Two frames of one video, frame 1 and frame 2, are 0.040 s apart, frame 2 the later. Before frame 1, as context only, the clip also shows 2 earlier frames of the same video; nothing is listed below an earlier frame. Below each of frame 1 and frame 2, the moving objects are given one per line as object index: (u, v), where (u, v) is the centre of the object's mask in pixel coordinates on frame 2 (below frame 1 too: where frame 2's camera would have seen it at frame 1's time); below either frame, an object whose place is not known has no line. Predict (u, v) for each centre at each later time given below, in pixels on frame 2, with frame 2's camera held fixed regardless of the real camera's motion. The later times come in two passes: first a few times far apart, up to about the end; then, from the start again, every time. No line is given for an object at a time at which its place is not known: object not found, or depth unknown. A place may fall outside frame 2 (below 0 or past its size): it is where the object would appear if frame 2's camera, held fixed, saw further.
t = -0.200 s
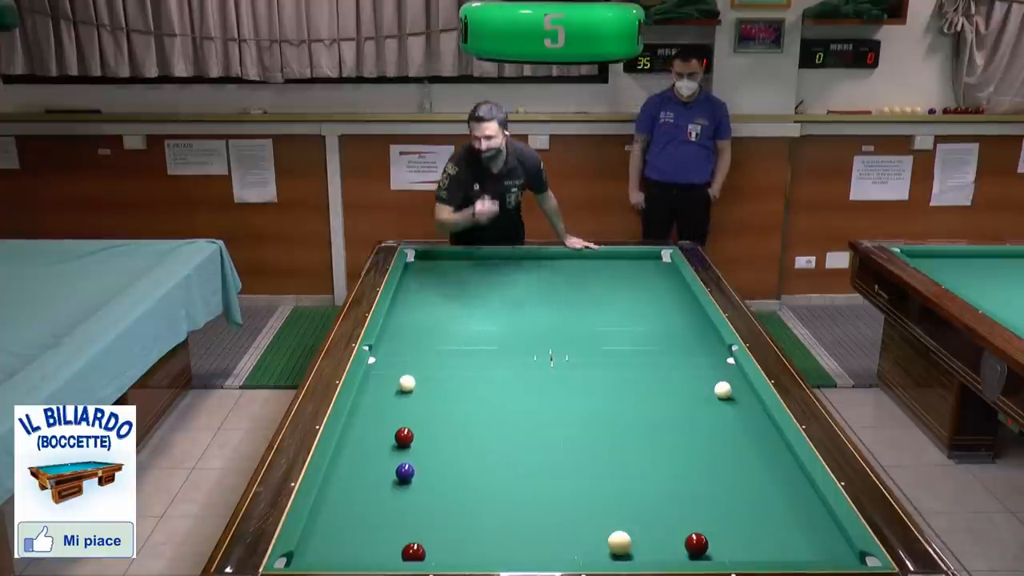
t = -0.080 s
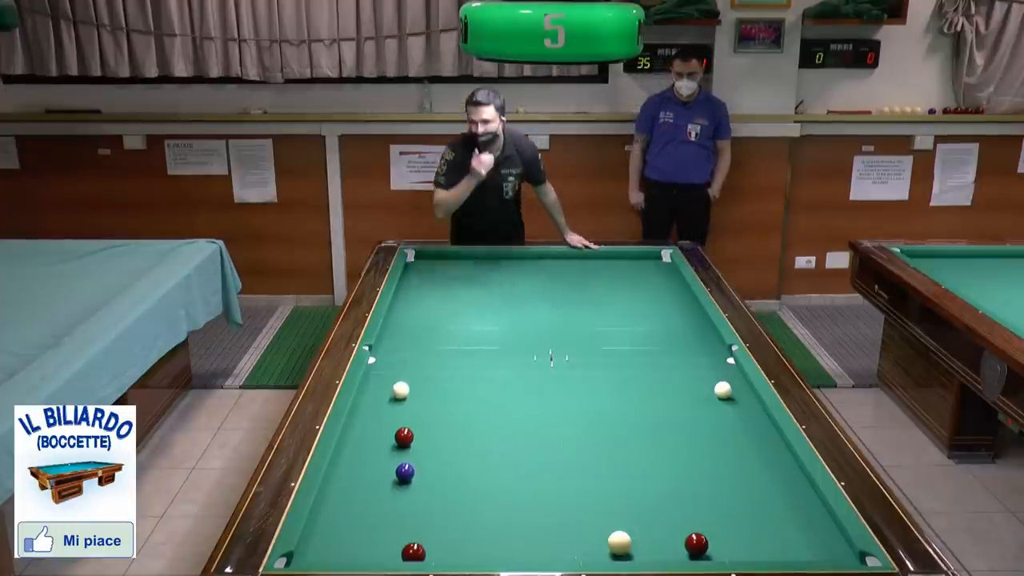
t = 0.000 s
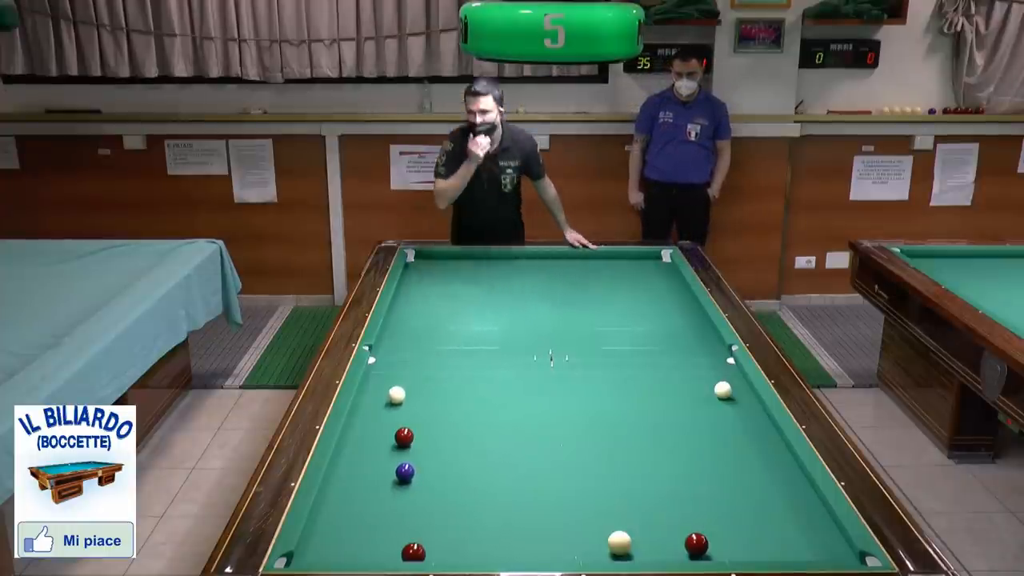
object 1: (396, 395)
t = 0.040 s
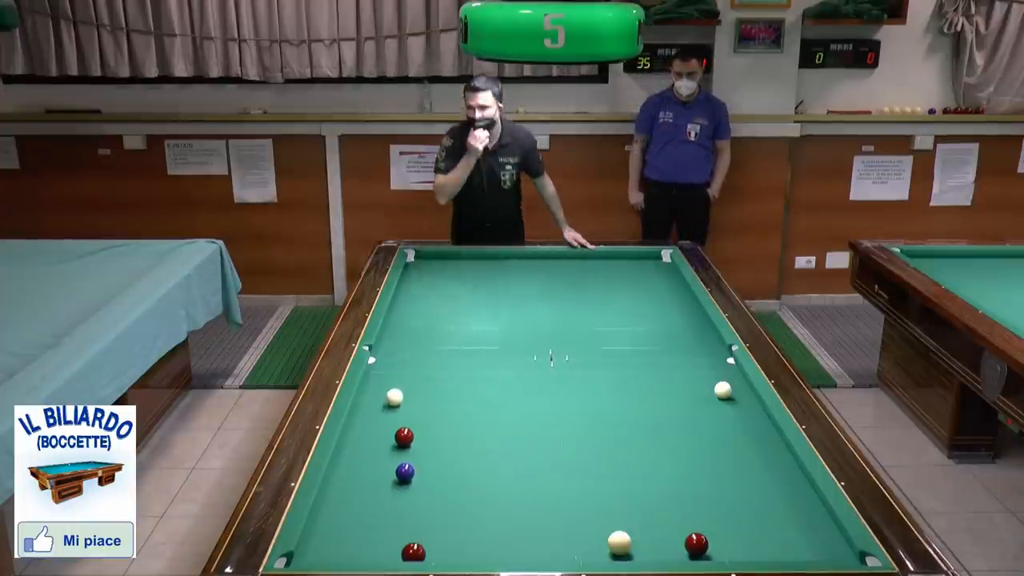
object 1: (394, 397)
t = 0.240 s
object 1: (383, 409)
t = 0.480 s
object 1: (370, 425)
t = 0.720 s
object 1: (355, 441)
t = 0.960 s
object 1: (343, 457)
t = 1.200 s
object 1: (342, 471)
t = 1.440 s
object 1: (342, 487)
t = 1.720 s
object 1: (342, 506)
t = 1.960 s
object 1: (342, 522)
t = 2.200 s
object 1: (341, 538)
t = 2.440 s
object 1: (341, 553)
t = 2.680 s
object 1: (346, 553)
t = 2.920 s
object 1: (352, 546)
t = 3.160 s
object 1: (359, 537)
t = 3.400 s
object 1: (365, 529)
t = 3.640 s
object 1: (370, 522)
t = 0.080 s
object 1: (392, 400)
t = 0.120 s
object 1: (390, 402)
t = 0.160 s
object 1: (388, 405)
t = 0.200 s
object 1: (386, 407)
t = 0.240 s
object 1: (383, 409)
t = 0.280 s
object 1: (381, 412)
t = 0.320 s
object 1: (379, 415)
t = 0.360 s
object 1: (376, 417)
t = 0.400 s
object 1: (374, 420)
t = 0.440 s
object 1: (372, 422)
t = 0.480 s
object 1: (370, 425)
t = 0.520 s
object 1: (367, 427)
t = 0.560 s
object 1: (365, 430)
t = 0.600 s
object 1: (363, 433)
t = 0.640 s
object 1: (360, 435)
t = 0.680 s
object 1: (358, 438)
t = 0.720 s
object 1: (355, 441)
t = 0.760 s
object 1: (353, 443)
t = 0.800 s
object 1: (350, 446)
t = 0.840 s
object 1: (348, 449)
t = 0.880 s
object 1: (345, 452)
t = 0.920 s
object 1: (343, 454)
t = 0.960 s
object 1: (343, 457)
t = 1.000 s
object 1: (342, 459)
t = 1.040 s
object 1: (342, 462)
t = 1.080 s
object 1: (343, 464)
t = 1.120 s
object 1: (343, 467)
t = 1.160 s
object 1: (342, 469)
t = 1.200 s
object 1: (342, 471)
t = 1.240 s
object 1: (342, 474)
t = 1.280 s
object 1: (342, 476)
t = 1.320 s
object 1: (342, 479)
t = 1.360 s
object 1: (342, 482)
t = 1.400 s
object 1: (342, 484)
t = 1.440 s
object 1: (342, 487)
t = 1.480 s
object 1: (342, 489)
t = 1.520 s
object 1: (342, 492)
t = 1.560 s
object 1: (342, 495)
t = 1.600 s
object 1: (342, 497)
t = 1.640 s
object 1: (342, 500)
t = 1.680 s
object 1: (342, 503)
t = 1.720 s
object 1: (342, 506)
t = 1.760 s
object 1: (342, 508)
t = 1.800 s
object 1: (342, 511)
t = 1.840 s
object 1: (342, 514)
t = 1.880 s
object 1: (342, 516)
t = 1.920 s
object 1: (342, 519)
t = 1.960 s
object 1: (342, 522)
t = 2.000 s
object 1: (341, 524)
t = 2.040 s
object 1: (342, 527)
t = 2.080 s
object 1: (342, 530)
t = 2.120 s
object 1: (342, 533)
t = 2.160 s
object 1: (341, 536)
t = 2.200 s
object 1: (341, 538)
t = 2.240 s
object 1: (341, 541)
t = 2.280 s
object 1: (341, 544)
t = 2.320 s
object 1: (341, 547)
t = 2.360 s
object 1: (341, 549)
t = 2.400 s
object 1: (341, 551)
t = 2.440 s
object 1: (341, 553)
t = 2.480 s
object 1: (341, 554)
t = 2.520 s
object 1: (342, 556)
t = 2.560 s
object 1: (342, 556)
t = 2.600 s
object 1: (343, 555)
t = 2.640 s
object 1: (345, 554)
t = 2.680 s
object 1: (346, 553)
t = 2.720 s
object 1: (347, 552)
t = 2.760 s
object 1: (348, 551)
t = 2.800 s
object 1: (349, 550)
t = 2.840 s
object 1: (350, 549)
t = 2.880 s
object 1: (351, 548)
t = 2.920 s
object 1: (352, 546)
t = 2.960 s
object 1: (353, 545)
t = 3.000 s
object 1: (354, 543)
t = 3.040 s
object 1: (356, 542)
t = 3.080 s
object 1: (357, 540)
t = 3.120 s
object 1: (358, 539)
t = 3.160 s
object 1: (359, 537)
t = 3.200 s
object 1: (360, 536)
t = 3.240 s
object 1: (361, 535)
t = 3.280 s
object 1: (362, 533)
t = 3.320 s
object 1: (363, 532)
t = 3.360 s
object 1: (364, 530)
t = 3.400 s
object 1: (365, 529)
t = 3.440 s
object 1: (366, 528)
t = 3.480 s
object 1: (366, 526)
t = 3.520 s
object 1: (368, 525)
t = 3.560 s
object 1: (369, 524)
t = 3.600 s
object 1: (369, 523)
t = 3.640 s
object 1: (370, 522)
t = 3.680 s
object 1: (371, 521)
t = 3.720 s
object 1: (372, 520)
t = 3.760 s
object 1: (373, 518)
